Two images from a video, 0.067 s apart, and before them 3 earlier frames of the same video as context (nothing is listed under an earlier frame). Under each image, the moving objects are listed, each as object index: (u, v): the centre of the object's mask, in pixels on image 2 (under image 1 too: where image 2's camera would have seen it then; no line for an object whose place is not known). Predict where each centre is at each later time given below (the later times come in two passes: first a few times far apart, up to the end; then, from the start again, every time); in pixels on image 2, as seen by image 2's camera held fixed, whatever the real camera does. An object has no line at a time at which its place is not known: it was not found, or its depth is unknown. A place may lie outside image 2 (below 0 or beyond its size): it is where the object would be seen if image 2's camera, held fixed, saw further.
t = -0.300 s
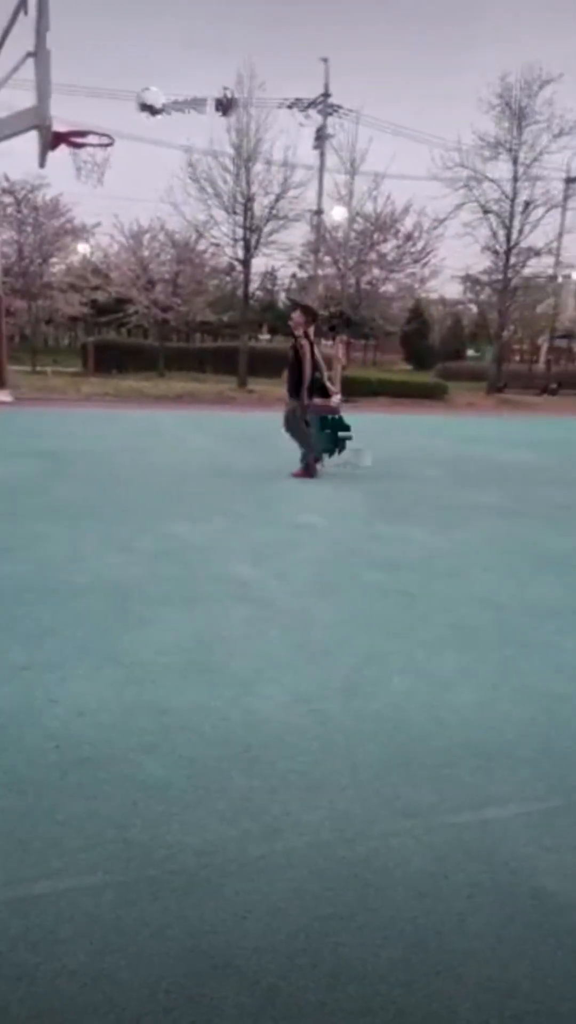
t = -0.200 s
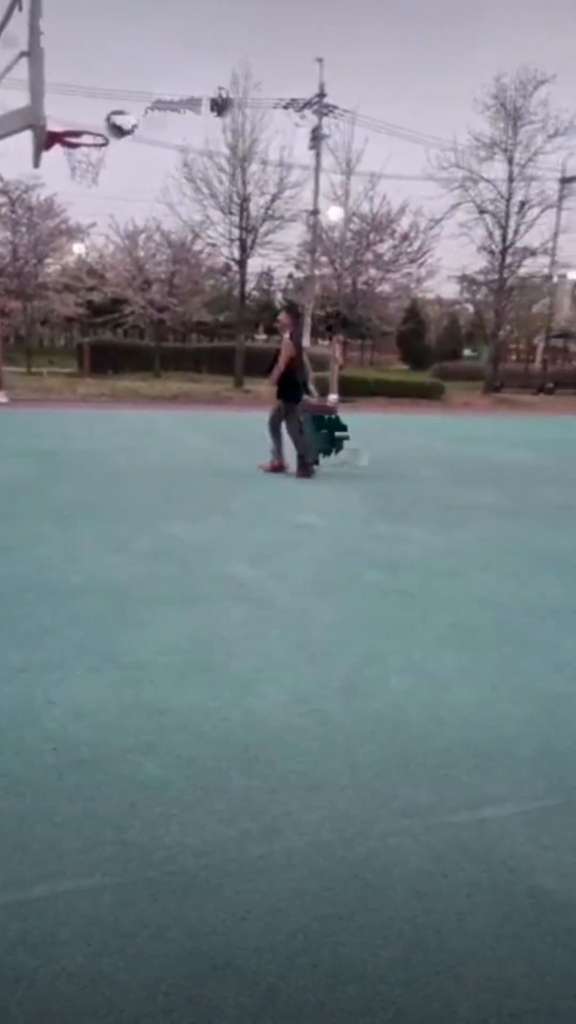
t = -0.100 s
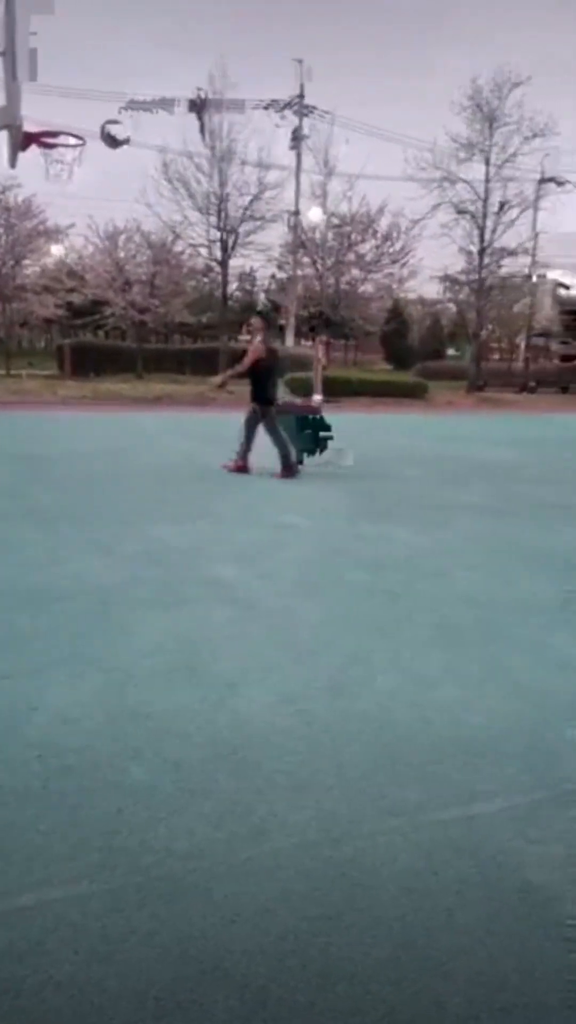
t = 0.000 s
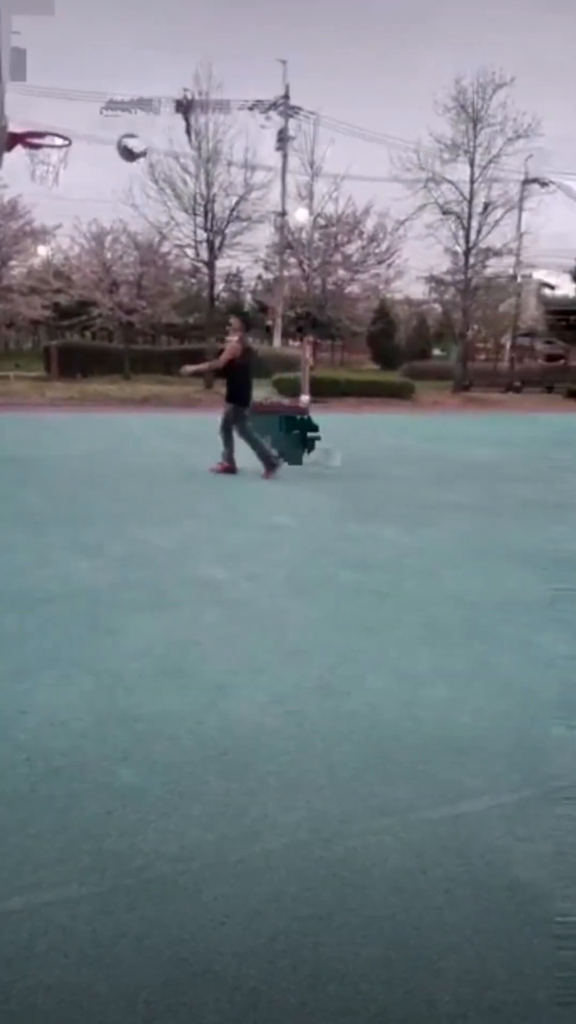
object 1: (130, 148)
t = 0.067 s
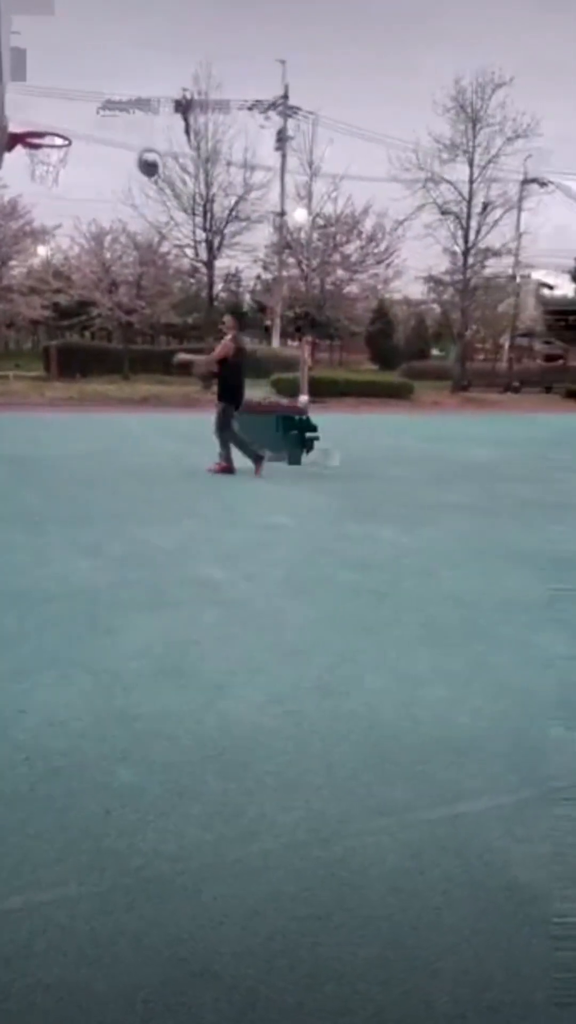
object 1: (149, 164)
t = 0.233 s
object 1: (202, 224)
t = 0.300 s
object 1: (221, 254)
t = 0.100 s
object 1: (159, 173)
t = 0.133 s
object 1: (171, 184)
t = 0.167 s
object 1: (181, 197)
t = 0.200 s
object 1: (192, 208)
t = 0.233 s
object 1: (202, 224)
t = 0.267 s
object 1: (212, 242)
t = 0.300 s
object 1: (221, 254)
